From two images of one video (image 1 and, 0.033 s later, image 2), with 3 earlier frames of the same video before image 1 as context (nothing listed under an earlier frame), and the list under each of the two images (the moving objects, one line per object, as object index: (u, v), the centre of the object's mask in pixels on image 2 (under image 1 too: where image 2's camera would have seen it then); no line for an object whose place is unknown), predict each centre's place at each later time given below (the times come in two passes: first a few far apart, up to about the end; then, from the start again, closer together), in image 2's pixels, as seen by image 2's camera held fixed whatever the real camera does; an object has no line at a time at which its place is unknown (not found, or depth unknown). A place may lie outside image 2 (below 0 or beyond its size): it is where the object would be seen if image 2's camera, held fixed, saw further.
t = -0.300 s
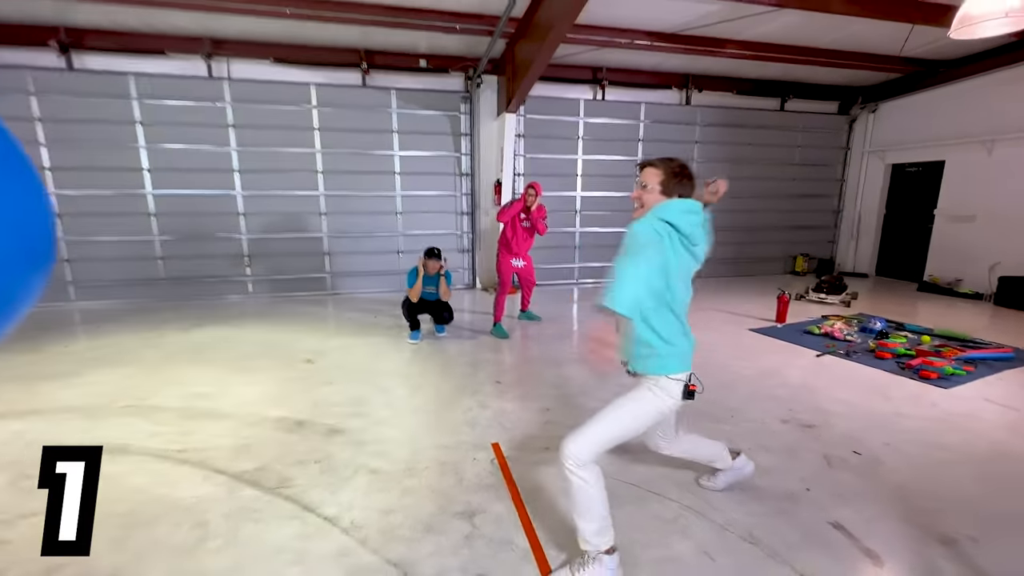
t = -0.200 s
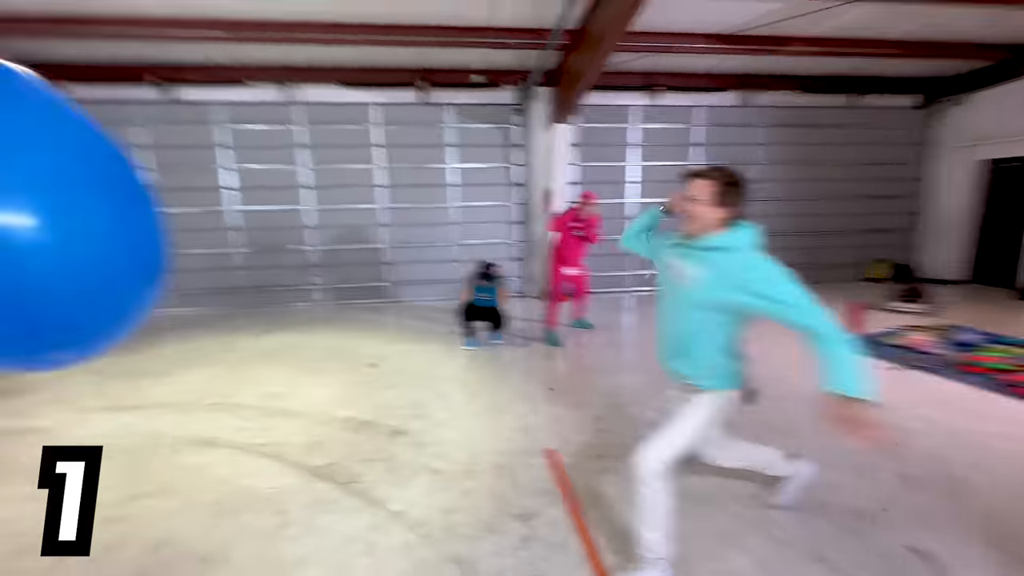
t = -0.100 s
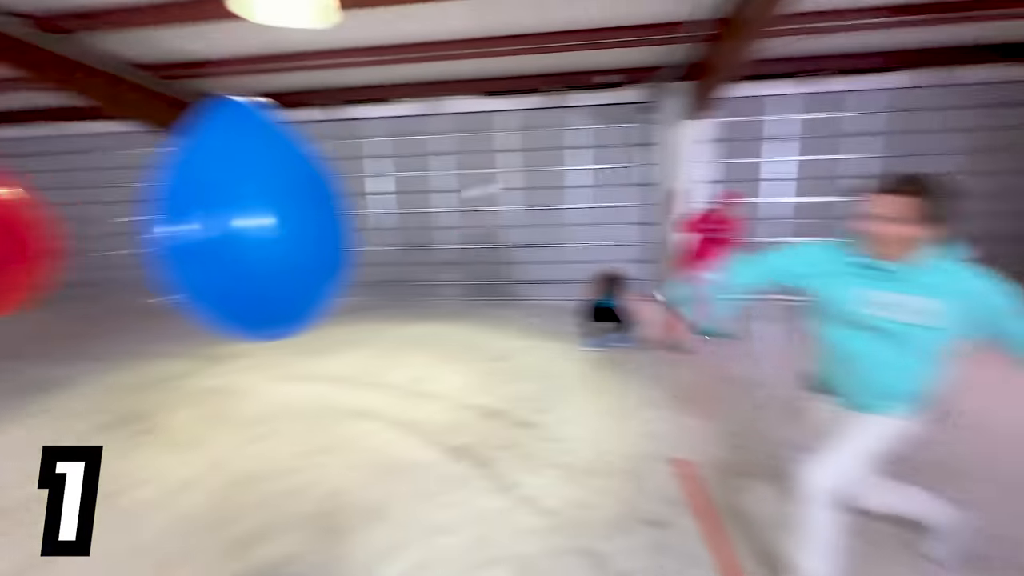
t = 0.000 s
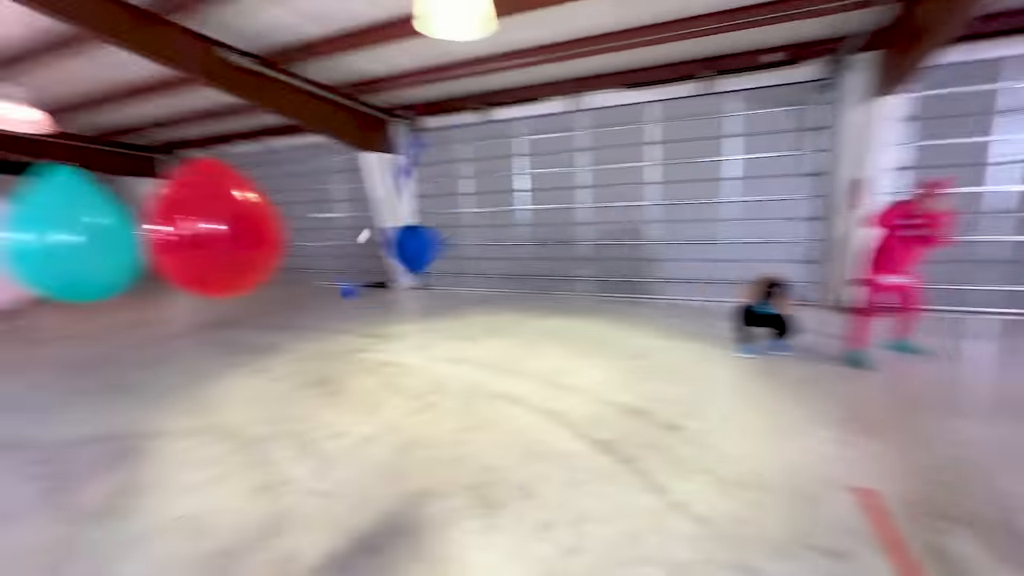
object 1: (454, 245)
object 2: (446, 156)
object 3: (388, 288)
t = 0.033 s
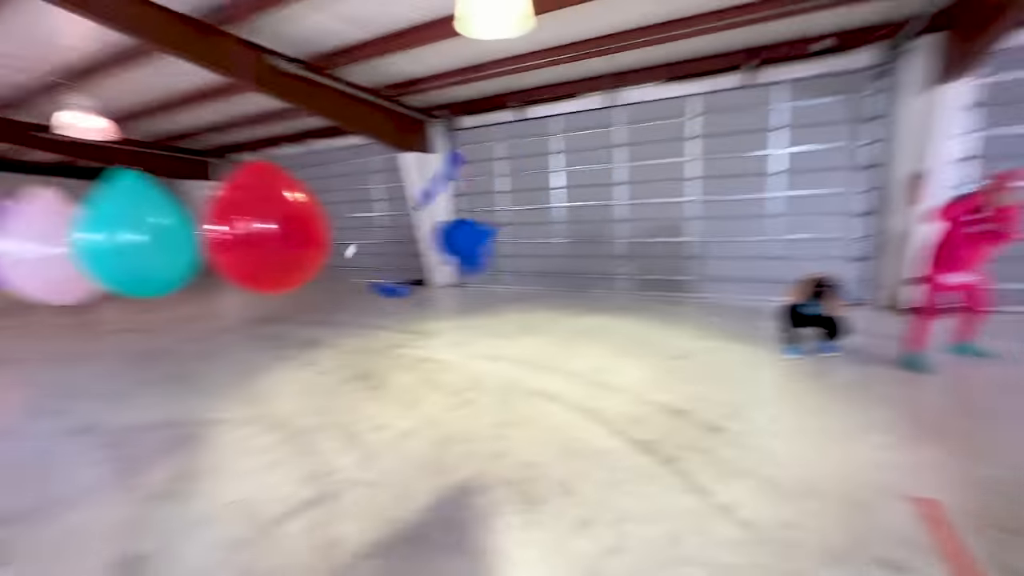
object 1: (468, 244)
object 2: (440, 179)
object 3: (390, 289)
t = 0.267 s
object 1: (524, 247)
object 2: (383, 242)
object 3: (438, 330)
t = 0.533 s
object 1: (551, 280)
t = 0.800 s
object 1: (549, 348)
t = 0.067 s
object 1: (480, 238)
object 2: (436, 190)
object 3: (405, 296)
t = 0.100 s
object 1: (489, 236)
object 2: (428, 197)
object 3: (414, 300)
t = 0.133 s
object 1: (498, 237)
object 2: (419, 202)
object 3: (423, 306)
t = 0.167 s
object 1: (505, 239)
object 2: (408, 209)
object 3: (429, 310)
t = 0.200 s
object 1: (512, 241)
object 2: (397, 219)
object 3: (434, 317)
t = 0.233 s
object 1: (517, 243)
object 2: (391, 228)
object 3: (436, 324)
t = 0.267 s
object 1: (524, 247)
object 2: (383, 242)
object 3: (438, 330)
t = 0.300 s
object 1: (531, 250)
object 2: (375, 253)
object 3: (440, 339)
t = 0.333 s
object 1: (536, 254)
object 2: (374, 266)
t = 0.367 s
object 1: (541, 257)
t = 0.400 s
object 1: (545, 262)
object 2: (375, 293)
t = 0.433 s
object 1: (548, 266)
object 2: (376, 302)
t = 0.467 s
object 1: (550, 270)
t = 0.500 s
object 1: (553, 274)
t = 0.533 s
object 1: (551, 280)
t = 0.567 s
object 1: (552, 288)
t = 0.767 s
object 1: (552, 336)
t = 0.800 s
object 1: (549, 348)
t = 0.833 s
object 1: (549, 358)
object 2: (395, 404)
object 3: (456, 411)
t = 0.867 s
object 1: (546, 369)
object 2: (393, 404)
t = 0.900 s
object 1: (542, 380)
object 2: (390, 405)
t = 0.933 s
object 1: (538, 388)
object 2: (387, 406)
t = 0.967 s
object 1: (544, 398)
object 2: (392, 407)
